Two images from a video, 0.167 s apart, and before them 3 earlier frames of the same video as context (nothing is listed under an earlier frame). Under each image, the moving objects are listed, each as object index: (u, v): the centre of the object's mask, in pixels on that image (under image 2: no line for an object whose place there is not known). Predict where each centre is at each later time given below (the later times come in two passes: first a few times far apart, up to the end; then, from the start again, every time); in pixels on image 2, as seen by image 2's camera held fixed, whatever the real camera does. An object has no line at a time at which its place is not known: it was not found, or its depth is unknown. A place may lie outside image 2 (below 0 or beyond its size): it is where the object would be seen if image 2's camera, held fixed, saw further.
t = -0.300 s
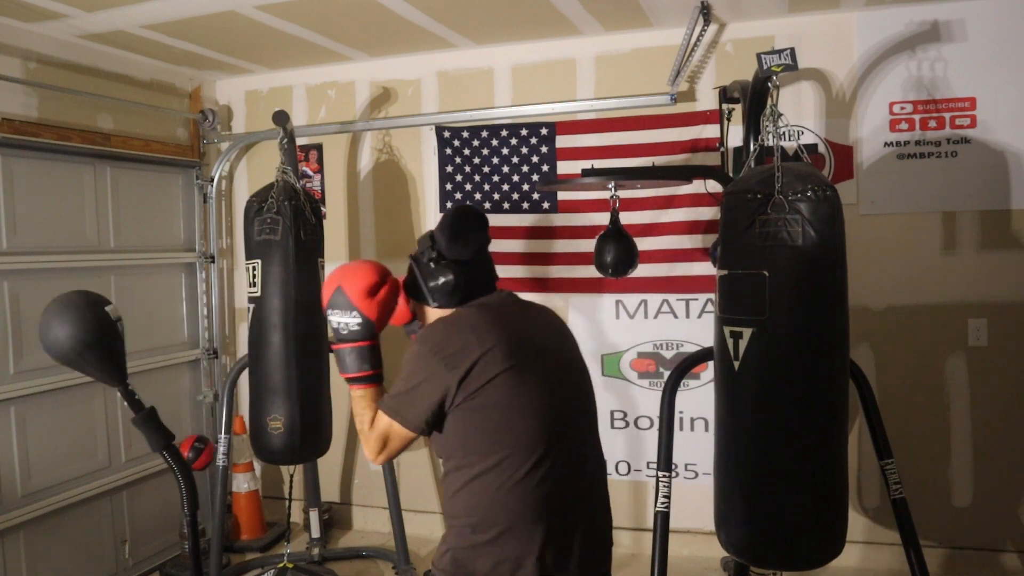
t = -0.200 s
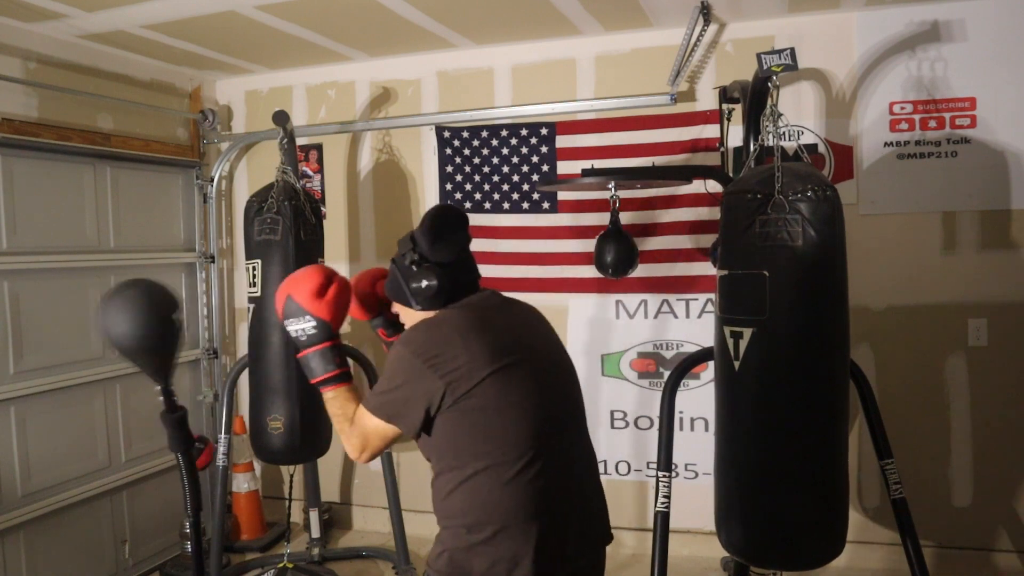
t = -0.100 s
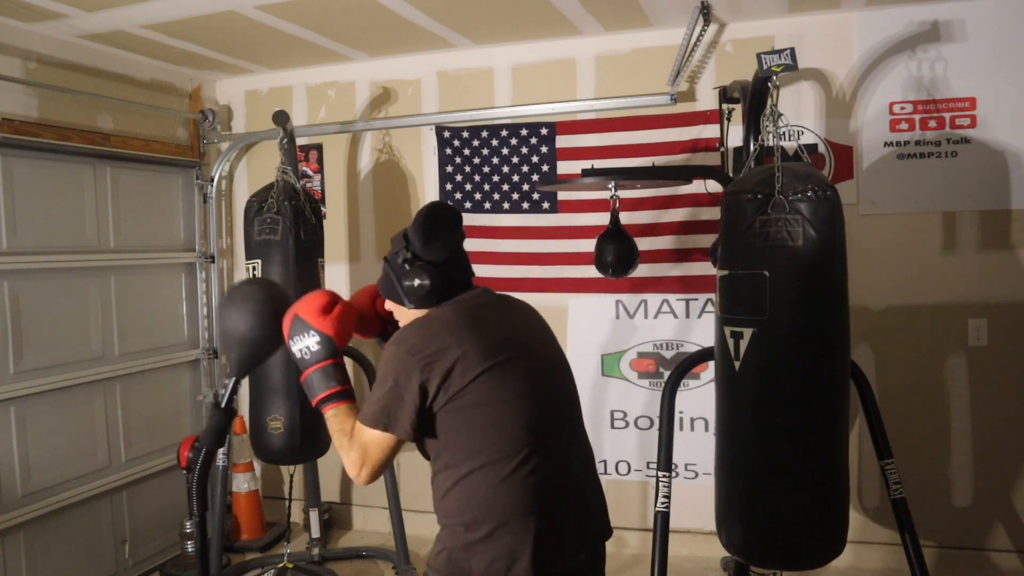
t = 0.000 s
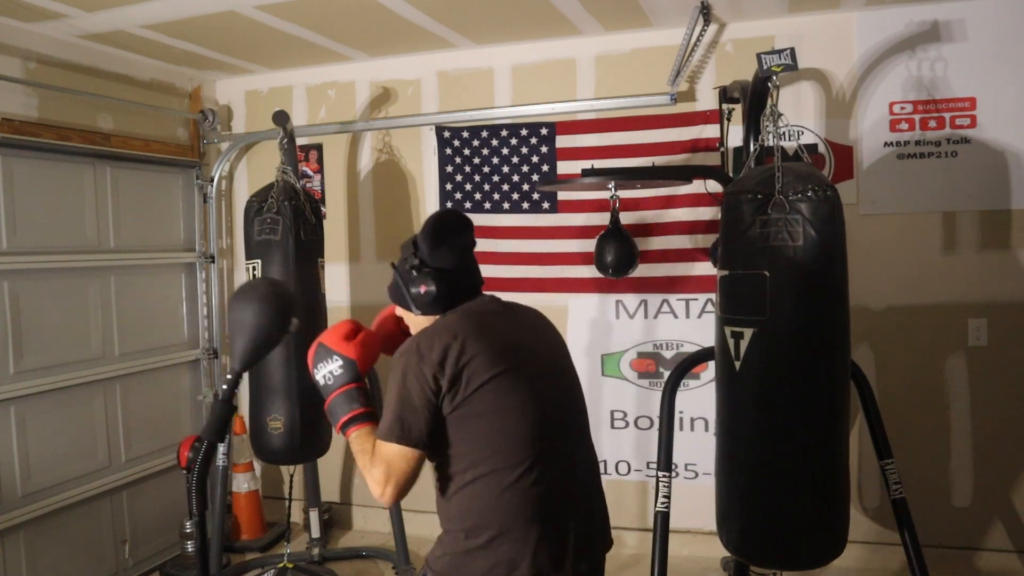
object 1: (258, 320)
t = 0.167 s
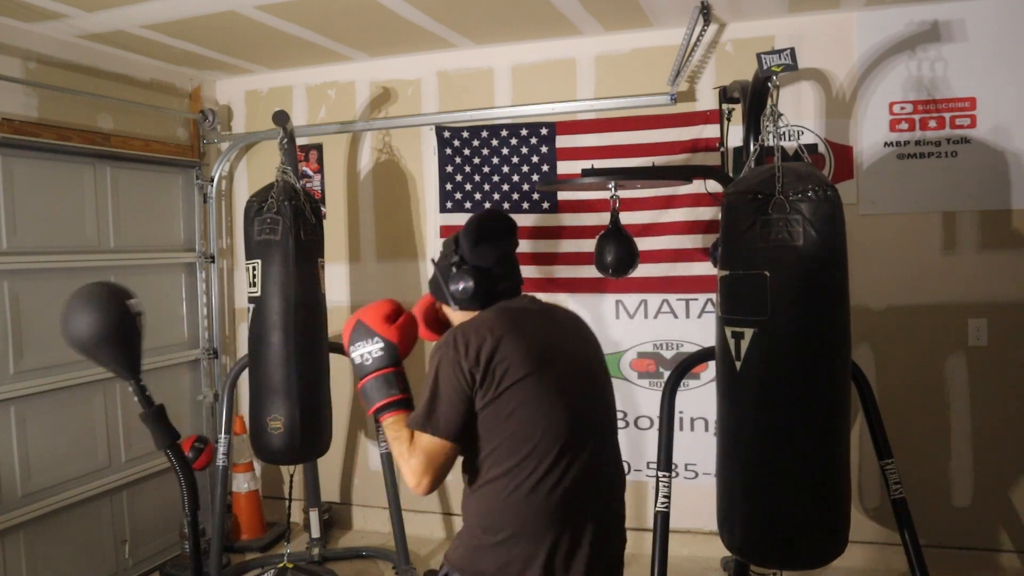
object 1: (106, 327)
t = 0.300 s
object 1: (129, 326)
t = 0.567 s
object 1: (215, 314)
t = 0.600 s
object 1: (182, 313)
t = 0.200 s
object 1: (90, 335)
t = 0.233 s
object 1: (89, 336)
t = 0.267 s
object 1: (102, 333)
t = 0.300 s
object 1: (129, 326)
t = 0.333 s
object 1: (165, 320)
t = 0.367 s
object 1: (202, 316)
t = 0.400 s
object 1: (235, 316)
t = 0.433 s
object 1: (253, 319)
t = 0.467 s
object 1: (261, 321)
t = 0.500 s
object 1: (256, 320)
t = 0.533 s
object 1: (240, 317)
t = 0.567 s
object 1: (215, 314)
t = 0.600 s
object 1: (182, 313)
